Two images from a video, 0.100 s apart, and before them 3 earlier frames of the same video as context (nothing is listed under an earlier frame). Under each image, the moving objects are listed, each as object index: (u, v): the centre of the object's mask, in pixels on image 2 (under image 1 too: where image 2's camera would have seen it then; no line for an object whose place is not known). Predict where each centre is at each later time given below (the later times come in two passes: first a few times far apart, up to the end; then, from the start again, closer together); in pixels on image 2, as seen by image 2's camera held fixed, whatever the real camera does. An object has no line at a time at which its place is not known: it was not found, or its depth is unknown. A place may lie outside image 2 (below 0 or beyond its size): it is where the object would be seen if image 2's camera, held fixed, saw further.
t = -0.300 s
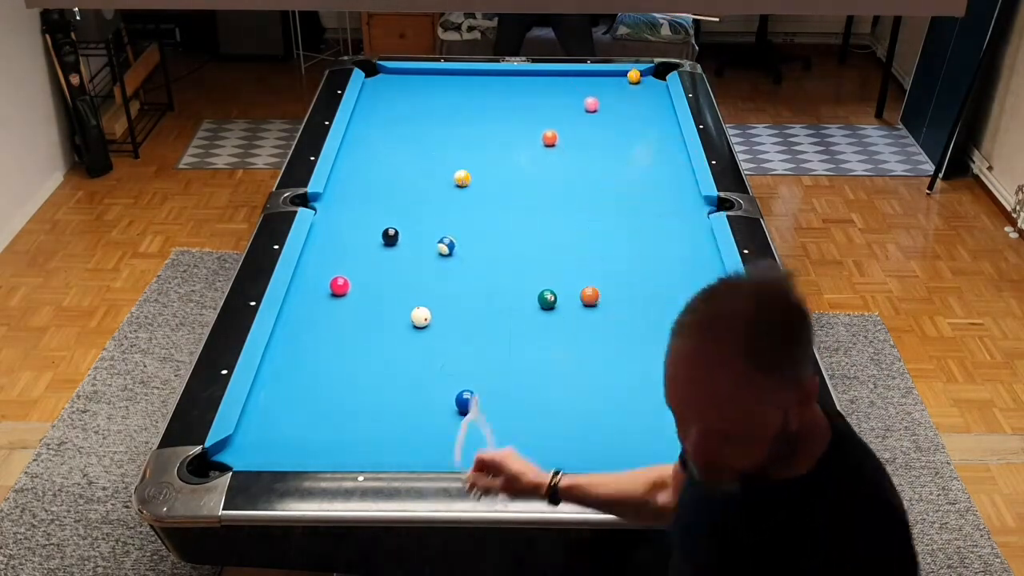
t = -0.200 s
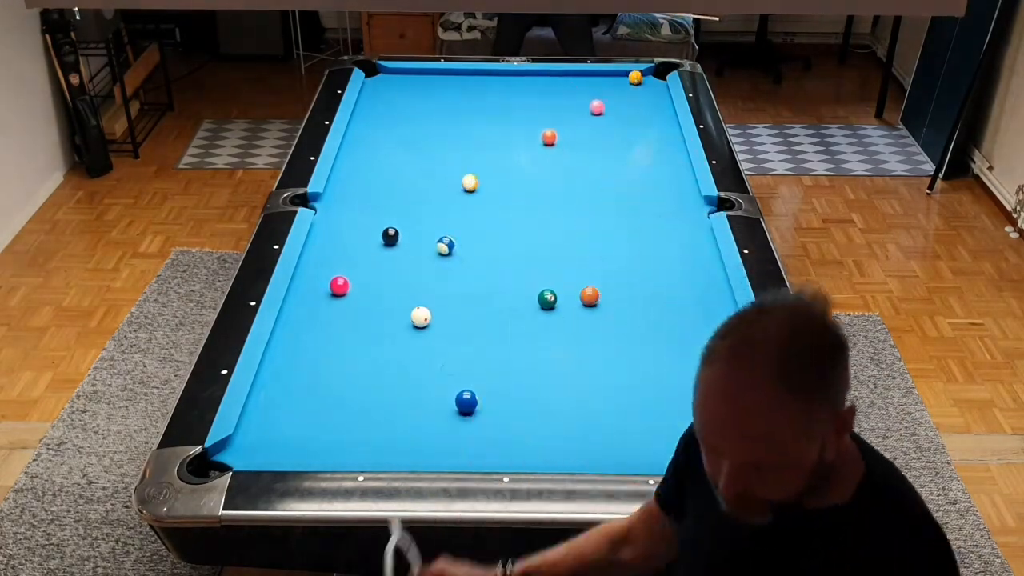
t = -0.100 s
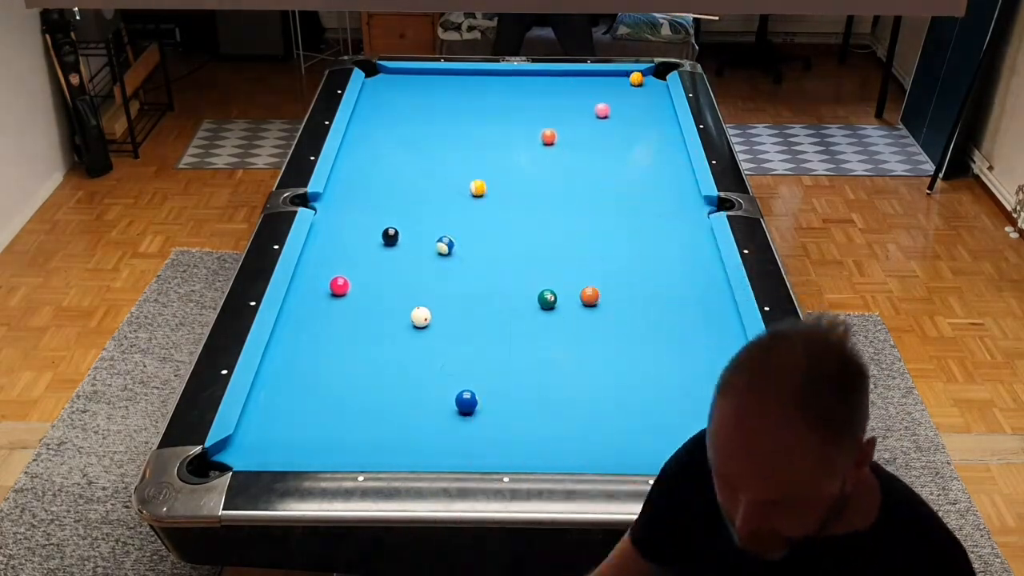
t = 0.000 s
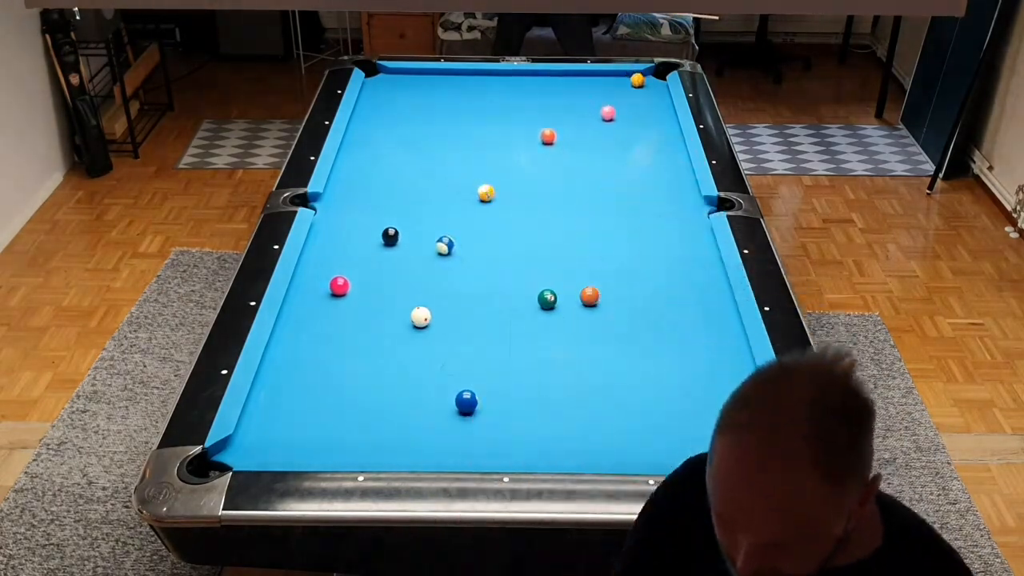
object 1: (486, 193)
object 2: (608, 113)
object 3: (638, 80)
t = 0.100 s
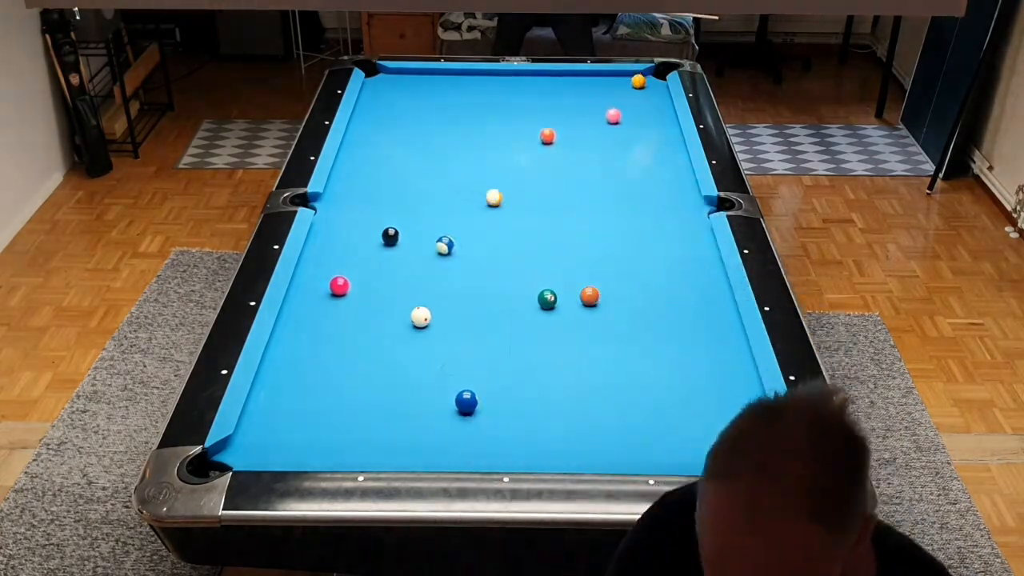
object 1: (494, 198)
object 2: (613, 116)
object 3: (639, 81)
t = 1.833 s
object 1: (624, 277)
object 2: (676, 156)
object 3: (646, 92)
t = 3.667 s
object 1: (730, 341)
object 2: (663, 168)
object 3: (645, 92)
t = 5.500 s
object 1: (731, 354)
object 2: (663, 167)
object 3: (646, 92)
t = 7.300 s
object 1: (731, 354)
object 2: (663, 168)
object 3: (646, 92)
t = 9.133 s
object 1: (731, 354)
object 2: (663, 168)
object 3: (645, 92)
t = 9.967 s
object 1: (731, 354)
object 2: (663, 168)
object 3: (646, 92)
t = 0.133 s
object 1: (496, 199)
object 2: (615, 117)
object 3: (639, 82)
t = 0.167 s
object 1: (499, 201)
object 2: (617, 118)
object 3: (639, 82)
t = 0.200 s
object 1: (502, 203)
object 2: (619, 119)
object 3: (639, 82)
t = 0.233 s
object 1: (504, 205)
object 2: (620, 120)
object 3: (639, 83)
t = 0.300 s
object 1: (510, 208)
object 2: (624, 121)
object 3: (640, 84)
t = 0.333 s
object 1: (512, 209)
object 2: (626, 122)
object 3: (640, 84)
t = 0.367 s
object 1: (515, 211)
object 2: (627, 123)
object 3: (641, 84)
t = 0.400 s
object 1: (518, 212)
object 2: (629, 124)
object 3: (641, 84)
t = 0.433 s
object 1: (520, 214)
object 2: (631, 125)
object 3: (641, 85)
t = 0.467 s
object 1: (523, 216)
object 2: (633, 126)
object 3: (641, 85)
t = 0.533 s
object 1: (528, 219)
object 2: (636, 128)
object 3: (642, 85)
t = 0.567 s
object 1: (530, 220)
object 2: (638, 129)
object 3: (642, 86)
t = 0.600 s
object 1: (533, 222)
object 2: (640, 130)
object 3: (642, 87)
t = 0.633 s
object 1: (535, 223)
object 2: (641, 130)
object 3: (642, 86)
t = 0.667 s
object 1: (538, 225)
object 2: (643, 131)
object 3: (643, 87)
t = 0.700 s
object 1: (541, 227)
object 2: (645, 132)
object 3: (643, 87)
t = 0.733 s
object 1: (543, 228)
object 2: (646, 133)
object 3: (643, 88)
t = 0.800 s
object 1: (549, 231)
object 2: (650, 135)
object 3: (644, 88)
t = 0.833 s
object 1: (551, 233)
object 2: (651, 136)
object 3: (644, 89)
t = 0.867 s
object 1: (554, 234)
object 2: (653, 136)
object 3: (644, 89)
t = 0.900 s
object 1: (556, 236)
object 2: (655, 137)
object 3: (644, 89)
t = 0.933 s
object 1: (558, 238)
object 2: (656, 138)
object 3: (644, 89)
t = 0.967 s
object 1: (561, 239)
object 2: (658, 139)
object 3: (645, 89)
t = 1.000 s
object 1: (563, 240)
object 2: (660, 139)
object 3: (645, 90)
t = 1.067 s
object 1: (568, 244)
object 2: (662, 141)
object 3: (645, 90)
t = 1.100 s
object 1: (571, 245)
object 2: (664, 142)
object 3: (645, 90)
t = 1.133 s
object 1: (573, 247)
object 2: (666, 143)
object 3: (645, 90)
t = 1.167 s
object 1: (576, 248)
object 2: (667, 144)
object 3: (645, 90)
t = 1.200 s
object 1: (578, 250)
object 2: (669, 144)
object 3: (645, 90)
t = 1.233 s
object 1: (581, 251)
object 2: (670, 145)
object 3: (645, 91)
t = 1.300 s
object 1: (586, 254)
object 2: (673, 147)
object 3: (645, 91)
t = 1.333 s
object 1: (588, 256)
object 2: (674, 148)
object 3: (645, 91)
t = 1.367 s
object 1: (591, 257)
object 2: (676, 148)
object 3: (645, 91)
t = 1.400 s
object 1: (593, 259)
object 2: (677, 149)
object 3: (645, 91)
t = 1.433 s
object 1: (596, 260)
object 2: (679, 150)
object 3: (645, 91)
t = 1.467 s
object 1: (598, 262)
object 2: (680, 151)
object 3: (645, 91)
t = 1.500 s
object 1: (600, 263)
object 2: (680, 151)
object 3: (645, 92)
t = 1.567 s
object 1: (605, 266)
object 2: (679, 152)
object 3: (645, 92)
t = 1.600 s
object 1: (607, 267)
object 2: (679, 153)
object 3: (645, 92)
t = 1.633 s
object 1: (610, 269)
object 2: (679, 153)
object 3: (645, 92)
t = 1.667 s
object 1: (612, 270)
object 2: (678, 154)
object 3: (646, 92)
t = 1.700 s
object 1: (614, 271)
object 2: (678, 154)
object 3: (646, 92)
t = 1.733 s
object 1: (617, 273)
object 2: (677, 155)
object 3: (646, 92)
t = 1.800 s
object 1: (622, 275)
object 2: (677, 156)
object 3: (646, 92)
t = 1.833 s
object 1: (624, 277)
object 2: (676, 156)
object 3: (646, 92)
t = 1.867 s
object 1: (626, 278)
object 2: (676, 157)
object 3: (646, 92)
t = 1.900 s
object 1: (629, 279)
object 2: (676, 157)
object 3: (646, 92)
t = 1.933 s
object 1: (631, 281)
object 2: (675, 157)
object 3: (646, 92)
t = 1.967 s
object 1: (633, 282)
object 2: (675, 158)
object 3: (646, 92)
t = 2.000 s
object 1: (636, 284)
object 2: (674, 158)
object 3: (646, 92)
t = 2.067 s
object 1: (640, 286)
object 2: (673, 159)
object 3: (646, 92)
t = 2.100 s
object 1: (642, 288)
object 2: (673, 159)
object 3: (646, 92)
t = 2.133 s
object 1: (644, 289)
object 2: (673, 160)
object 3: (646, 92)
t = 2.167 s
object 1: (647, 290)
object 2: (672, 160)
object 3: (646, 92)
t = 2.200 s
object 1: (649, 292)
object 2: (672, 161)
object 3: (646, 92)
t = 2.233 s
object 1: (651, 293)
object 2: (672, 161)
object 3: (646, 92)
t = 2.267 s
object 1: (653, 294)
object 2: (672, 161)
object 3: (646, 92)
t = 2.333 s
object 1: (657, 297)
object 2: (671, 162)
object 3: (646, 92)
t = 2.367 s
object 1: (660, 298)
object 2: (670, 162)
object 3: (646, 92)
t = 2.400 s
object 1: (662, 299)
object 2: (670, 163)
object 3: (646, 92)
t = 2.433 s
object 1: (664, 300)
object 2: (669, 163)
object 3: (646, 92)
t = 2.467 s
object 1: (666, 301)
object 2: (669, 163)
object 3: (646, 92)
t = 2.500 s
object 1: (668, 303)
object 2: (669, 164)
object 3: (646, 92)
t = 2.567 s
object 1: (672, 305)
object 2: (668, 164)
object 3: (646, 92)
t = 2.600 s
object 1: (674, 306)
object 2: (668, 164)
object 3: (646, 92)
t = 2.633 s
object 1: (676, 308)
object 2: (668, 164)
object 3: (646, 92)
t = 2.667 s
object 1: (678, 309)
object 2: (667, 165)
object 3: (646, 92)
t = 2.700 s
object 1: (680, 310)
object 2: (667, 165)
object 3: (646, 92)
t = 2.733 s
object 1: (682, 311)
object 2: (667, 165)
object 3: (646, 92)
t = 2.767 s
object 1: (684, 312)
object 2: (667, 165)
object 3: (646, 92)
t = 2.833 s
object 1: (688, 314)
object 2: (666, 166)
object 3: (646, 92)
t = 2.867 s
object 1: (690, 316)
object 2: (666, 166)
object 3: (646, 92)
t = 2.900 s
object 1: (692, 317)
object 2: (665, 166)
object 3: (646, 92)
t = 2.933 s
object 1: (694, 318)
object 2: (665, 166)
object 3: (646, 92)
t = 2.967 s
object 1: (695, 319)
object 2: (665, 166)
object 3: (646, 92)
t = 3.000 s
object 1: (697, 320)
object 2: (665, 167)
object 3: (645, 92)
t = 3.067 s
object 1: (700, 322)
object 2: (665, 167)
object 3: (645, 92)
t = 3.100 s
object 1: (702, 323)
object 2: (664, 167)
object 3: (646, 92)
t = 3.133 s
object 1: (704, 324)
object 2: (664, 167)
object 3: (645, 92)
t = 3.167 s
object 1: (705, 325)
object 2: (664, 167)
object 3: (645, 92)
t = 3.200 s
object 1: (707, 326)
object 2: (664, 167)
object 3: (645, 92)
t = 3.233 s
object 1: (709, 327)
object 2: (664, 167)
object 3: (645, 92)
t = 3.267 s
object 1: (710, 328)
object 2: (664, 167)
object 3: (645, 92)
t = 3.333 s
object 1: (714, 330)
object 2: (663, 167)
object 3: (645, 92)
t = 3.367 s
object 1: (715, 331)
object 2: (663, 167)
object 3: (645, 92)
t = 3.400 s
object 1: (717, 332)
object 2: (663, 168)
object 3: (645, 92)
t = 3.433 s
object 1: (718, 333)
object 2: (663, 167)
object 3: (645, 92)
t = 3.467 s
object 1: (720, 334)
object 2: (663, 168)
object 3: (645, 92)
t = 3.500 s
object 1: (721, 335)
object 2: (663, 167)
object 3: (645, 92)
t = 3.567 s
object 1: (726, 338)
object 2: (663, 167)
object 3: (645, 92)
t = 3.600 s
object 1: (727, 339)
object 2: (663, 168)
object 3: (645, 92)
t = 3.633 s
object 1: (728, 340)
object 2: (663, 168)
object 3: (645, 92)
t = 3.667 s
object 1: (730, 341)
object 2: (663, 168)
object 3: (645, 92)
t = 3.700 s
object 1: (731, 341)
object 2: (663, 167)
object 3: (645, 92)
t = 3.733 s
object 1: (732, 342)
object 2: (663, 168)
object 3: (645, 92)
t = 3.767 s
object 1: (734, 343)
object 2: (663, 167)
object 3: (645, 92)
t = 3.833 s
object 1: (736, 345)
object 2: (663, 168)
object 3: (645, 92)
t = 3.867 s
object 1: (737, 346)
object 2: (663, 168)
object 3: (645, 92)
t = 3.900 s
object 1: (738, 346)
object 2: (663, 167)
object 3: (645, 92)
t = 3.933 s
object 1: (739, 347)
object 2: (663, 168)
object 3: (645, 92)
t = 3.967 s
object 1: (739, 348)
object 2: (663, 167)
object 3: (645, 92)
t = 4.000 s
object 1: (739, 348)
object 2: (663, 167)
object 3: (645, 92)
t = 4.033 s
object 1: (739, 349)
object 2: (663, 168)
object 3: (645, 92)
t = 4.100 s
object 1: (738, 349)
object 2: (663, 168)
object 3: (645, 92)
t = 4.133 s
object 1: (738, 350)
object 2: (663, 168)
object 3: (645, 92)
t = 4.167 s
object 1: (737, 350)
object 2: (663, 167)
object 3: (645, 92)
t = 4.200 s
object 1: (737, 351)
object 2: (663, 167)
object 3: (645, 92)
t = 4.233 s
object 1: (736, 351)
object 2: (663, 168)
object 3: (645, 92)
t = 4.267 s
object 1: (736, 351)
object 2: (663, 168)
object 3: (645, 92)
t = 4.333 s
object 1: (735, 352)
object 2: (663, 168)
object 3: (645, 92)
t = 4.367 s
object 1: (735, 352)
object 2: (663, 167)
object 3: (646, 92)
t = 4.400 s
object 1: (735, 352)
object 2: (663, 167)
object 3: (645, 92)
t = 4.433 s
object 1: (734, 353)
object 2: (663, 167)
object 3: (645, 92)
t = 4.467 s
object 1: (734, 353)
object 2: (663, 167)
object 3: (646, 92)
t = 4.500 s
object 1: (734, 353)
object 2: (663, 167)
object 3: (646, 92)
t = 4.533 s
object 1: (734, 353)
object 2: (663, 167)
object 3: (646, 92)
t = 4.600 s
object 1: (733, 353)
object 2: (663, 168)
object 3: (646, 92)
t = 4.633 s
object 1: (733, 353)
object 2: (663, 167)
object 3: (646, 92)
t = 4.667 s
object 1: (733, 354)
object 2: (663, 168)
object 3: (646, 92)
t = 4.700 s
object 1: (733, 354)
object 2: (663, 167)
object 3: (646, 92)
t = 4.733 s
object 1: (732, 354)
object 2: (663, 168)
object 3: (646, 92)
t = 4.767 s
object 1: (732, 354)
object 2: (663, 168)
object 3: (646, 92)
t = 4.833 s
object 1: (732, 354)
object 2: (663, 167)
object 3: (646, 92)
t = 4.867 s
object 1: (732, 354)
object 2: (663, 168)
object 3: (646, 92)
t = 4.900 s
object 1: (732, 354)
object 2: (663, 168)
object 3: (646, 92)
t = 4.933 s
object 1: (731, 354)
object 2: (663, 167)
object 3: (646, 92)
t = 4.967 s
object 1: (731, 354)
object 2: (663, 167)
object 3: (645, 92)
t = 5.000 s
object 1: (731, 354)
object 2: (663, 168)
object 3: (646, 92)
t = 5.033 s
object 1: (731, 354)
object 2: (663, 168)
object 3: (646, 92)
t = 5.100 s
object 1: (731, 354)
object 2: (663, 167)
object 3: (645, 92)
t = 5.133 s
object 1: (731, 354)
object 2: (663, 168)
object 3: (646, 92)
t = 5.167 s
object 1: (731, 354)
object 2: (663, 168)
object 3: (645, 92)
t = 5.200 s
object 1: (731, 354)
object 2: (663, 167)
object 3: (645, 92)
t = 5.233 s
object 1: (731, 354)
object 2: (663, 168)
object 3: (645, 92)
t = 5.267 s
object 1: (731, 354)
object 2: (663, 168)
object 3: (646, 92)
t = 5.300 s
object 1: (731, 354)
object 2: (663, 168)
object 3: (646, 92)
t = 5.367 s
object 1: (731, 354)
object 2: (663, 168)
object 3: (645, 92)
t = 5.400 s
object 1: (731, 354)
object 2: (663, 168)
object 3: (646, 92)
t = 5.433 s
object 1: (731, 354)
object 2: (663, 168)
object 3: (645, 92)
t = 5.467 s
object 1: (731, 354)
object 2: (663, 167)
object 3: (646, 92)
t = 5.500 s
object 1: (731, 354)
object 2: (663, 167)
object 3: (646, 92)
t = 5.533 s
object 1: (731, 354)
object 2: (663, 168)
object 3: (646, 92)
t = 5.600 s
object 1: (731, 354)
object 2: (663, 167)
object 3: (646, 92)
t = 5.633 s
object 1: (731, 354)
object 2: (663, 168)
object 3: (646, 92)
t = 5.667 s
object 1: (731, 354)
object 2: (663, 168)
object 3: (645, 92)
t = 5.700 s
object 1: (731, 354)
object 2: (663, 167)
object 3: (645, 92)
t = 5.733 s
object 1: (731, 354)
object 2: (663, 167)
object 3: (645, 92)
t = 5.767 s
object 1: (731, 354)
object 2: (663, 168)
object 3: (645, 92)
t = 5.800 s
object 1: (731, 354)
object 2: (663, 168)
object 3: (645, 92)
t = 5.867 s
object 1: (731, 354)
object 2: (663, 168)
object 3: (645, 92)
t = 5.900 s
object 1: (731, 354)
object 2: (663, 168)
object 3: (645, 92)
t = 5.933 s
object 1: (731, 354)
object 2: (663, 167)
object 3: (645, 92)
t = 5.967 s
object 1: (731, 354)
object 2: (663, 168)
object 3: (646, 92)
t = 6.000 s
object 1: (731, 354)
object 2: (663, 168)
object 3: (645, 92)
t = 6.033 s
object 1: (731, 354)
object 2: (663, 168)
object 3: (645, 92)
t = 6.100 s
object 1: (731, 354)
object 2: (663, 168)
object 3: (645, 92)
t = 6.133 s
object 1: (731, 354)
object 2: (663, 168)
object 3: (645, 92)
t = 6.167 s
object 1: (731, 354)
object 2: (663, 168)
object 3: (645, 92)
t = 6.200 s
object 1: (731, 354)
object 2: (663, 168)
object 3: (645, 92)
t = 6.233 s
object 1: (731, 354)
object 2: (663, 168)
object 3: (645, 92)
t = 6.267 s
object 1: (731, 354)
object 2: (663, 168)
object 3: (645, 92)
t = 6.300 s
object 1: (731, 354)
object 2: (663, 168)
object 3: (645, 92)
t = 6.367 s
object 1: (731, 354)
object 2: (663, 168)
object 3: (645, 92)
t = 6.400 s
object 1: (731, 354)
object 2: (663, 168)
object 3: (645, 92)
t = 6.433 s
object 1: (731, 354)
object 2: (663, 168)
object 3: (646, 92)
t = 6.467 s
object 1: (731, 354)
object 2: (663, 168)
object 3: (646, 92)
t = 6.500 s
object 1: (731, 354)
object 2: (663, 168)
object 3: (646, 92)
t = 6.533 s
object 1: (731, 354)
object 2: (663, 168)
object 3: (646, 92)
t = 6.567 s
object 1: (731, 354)
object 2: (663, 168)
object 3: (646, 92)
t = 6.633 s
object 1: (731, 354)
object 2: (663, 167)
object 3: (646, 92)
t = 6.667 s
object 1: (731, 354)
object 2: (663, 168)
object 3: (646, 92)
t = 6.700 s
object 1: (731, 354)
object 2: (663, 168)
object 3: (646, 92)
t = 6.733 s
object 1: (731, 354)
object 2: (663, 167)
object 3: (646, 92)
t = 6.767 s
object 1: (731, 354)
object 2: (663, 167)
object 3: (646, 92)
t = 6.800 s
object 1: (731, 354)
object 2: (663, 167)
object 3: (646, 92)
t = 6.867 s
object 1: (731, 354)
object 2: (663, 167)
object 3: (646, 92)
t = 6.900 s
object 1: (731, 354)
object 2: (663, 168)
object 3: (646, 92)
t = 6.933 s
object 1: (731, 354)
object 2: (663, 167)
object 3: (646, 92)
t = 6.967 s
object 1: (731, 354)
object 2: (663, 168)
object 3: (646, 92)
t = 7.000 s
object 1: (731, 354)
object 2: (663, 168)
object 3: (646, 92)
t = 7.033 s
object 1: (731, 354)
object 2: (663, 168)
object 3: (646, 92)
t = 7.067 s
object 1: (731, 355)
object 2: (663, 168)
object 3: (646, 92)
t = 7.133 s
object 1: (731, 354)
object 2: (663, 168)
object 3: (646, 92)
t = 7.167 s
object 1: (731, 355)
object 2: (663, 168)
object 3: (646, 92)
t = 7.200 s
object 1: (731, 354)
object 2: (663, 168)
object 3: (646, 92)
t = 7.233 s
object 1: (731, 355)
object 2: (663, 168)
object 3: (646, 92)
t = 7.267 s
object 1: (731, 355)
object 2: (663, 168)
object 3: (646, 92)
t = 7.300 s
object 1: (731, 354)
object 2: (663, 168)
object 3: (646, 92)
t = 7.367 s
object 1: (731, 355)
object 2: (663, 168)
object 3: (646, 92)
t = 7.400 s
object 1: (731, 354)
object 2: (663, 168)
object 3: (646, 92)
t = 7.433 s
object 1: (731, 354)
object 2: (663, 168)
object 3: (646, 92)
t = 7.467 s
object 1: (731, 354)
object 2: (663, 168)
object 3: (646, 92)
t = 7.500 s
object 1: (731, 354)
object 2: (663, 168)
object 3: (646, 92)
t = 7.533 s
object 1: (731, 354)
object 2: (663, 168)
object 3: (646, 92)
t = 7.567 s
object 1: (731, 354)
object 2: (663, 168)
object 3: (646, 92)
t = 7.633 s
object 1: (731, 354)
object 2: (663, 168)
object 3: (646, 92)
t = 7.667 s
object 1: (731, 354)
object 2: (663, 168)
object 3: (646, 92)
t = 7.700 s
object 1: (731, 354)
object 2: (663, 168)
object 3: (646, 92)
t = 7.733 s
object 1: (731, 354)
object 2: (663, 168)
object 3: (646, 92)
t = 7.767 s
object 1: (731, 354)
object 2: (663, 168)
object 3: (646, 92)
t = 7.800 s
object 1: (731, 354)
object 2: (663, 168)
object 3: (646, 92)
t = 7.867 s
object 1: (731, 354)
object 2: (663, 168)
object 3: (646, 92)
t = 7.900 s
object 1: (731, 354)
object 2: (663, 168)
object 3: (646, 92)
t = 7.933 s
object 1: (731, 354)
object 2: (663, 168)
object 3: (646, 92)
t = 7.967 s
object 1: (731, 354)
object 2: (663, 168)
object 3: (645, 92)
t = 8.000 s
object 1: (731, 354)
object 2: (663, 168)
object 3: (645, 92)
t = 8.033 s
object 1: (731, 354)
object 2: (663, 168)
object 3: (646, 92)
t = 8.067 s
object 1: (731, 354)
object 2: (663, 168)
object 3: (646, 92)
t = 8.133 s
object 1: (731, 354)
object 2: (663, 168)
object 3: (646, 92)
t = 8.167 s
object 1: (731, 354)
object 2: (663, 168)
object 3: (646, 92)
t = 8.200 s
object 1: (731, 354)
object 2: (663, 168)
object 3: (646, 92)
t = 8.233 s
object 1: (731, 354)
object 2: (663, 168)
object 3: (646, 92)
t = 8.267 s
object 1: (731, 354)
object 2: (663, 168)
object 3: (646, 92)
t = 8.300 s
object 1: (731, 354)
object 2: (663, 168)
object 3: (646, 92)
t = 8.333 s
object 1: (731, 354)
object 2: (663, 168)
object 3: (646, 92)
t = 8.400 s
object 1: (731, 354)
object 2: (663, 168)
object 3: (645, 92)
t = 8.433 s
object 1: (731, 354)
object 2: (663, 168)
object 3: (645, 92)
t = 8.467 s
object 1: (731, 354)
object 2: (663, 168)
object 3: (645, 92)
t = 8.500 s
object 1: (731, 354)
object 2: (663, 168)
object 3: (645, 92)
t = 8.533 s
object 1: (731, 354)
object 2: (663, 168)
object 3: (645, 92)
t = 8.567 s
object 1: (731, 354)
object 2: (663, 168)
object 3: (645, 92)
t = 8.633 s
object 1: (731, 354)
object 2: (663, 168)
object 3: (645, 92)
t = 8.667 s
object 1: (731, 354)
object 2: (663, 168)
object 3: (645, 92)
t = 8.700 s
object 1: (731, 354)
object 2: (663, 168)
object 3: (645, 92)
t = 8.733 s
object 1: (731, 354)
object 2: (663, 168)
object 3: (645, 92)
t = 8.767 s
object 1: (731, 354)
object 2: (663, 168)
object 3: (645, 92)
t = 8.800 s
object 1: (731, 354)
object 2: (663, 168)
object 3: (645, 92)
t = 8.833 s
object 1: (731, 354)
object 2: (663, 168)
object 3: (645, 92)
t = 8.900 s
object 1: (731, 354)
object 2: (663, 168)
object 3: (645, 92)
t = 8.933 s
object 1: (731, 354)
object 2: (663, 168)
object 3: (645, 92)
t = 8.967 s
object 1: (731, 354)
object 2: (663, 168)
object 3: (645, 92)
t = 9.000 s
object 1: (731, 354)
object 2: (663, 168)
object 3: (645, 92)
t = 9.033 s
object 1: (731, 354)
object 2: (663, 168)
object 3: (645, 92)
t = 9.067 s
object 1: (731, 354)
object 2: (663, 168)
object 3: (645, 92)
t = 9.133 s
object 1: (731, 354)
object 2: (663, 168)
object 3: (645, 92)
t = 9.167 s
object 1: (731, 354)
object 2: (663, 168)
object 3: (645, 92)
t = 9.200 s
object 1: (731, 354)
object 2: (663, 168)
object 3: (646, 92)
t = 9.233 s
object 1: (731, 354)
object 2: (663, 168)
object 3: (646, 92)
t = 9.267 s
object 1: (731, 354)
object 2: (663, 168)
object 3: (645, 92)
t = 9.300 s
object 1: (731, 354)
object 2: (663, 168)
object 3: (645, 92)
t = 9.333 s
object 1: (731, 354)
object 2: (663, 168)
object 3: (646, 92)
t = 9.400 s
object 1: (731, 354)
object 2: (663, 168)
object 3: (645, 92)
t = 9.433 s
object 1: (731, 354)
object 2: (663, 168)
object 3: (646, 92)
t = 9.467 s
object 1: (731, 354)
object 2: (663, 168)
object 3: (646, 92)
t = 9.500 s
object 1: (731, 354)
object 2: (663, 168)
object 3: (646, 92)
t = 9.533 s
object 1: (731, 354)
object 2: (663, 168)
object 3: (646, 92)
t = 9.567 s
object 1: (731, 354)
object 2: (663, 168)
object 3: (646, 92)
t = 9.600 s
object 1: (731, 354)
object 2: (663, 168)
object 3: (646, 92)
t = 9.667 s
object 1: (731, 354)
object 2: (663, 168)
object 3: (646, 92)
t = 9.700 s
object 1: (731, 354)
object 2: (663, 168)
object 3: (646, 92)
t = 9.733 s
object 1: (731, 354)
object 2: (663, 168)
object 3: (646, 92)
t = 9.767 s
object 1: (731, 354)
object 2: (663, 168)
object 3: (646, 92)
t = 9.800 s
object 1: (731, 354)
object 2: (663, 168)
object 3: (646, 92)
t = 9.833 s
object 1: (731, 354)
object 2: (663, 168)
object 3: (646, 92)
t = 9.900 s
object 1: (731, 354)
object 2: (663, 168)
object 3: (646, 92)
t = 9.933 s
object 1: (731, 354)
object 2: (663, 168)
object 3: (646, 92)
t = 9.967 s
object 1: (731, 354)
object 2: (663, 168)
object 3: (646, 92)
